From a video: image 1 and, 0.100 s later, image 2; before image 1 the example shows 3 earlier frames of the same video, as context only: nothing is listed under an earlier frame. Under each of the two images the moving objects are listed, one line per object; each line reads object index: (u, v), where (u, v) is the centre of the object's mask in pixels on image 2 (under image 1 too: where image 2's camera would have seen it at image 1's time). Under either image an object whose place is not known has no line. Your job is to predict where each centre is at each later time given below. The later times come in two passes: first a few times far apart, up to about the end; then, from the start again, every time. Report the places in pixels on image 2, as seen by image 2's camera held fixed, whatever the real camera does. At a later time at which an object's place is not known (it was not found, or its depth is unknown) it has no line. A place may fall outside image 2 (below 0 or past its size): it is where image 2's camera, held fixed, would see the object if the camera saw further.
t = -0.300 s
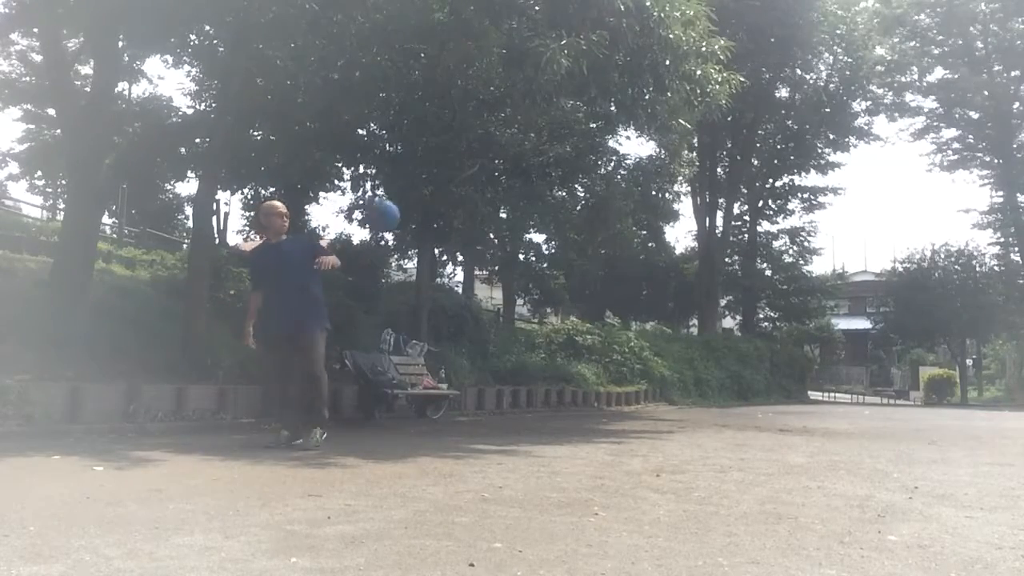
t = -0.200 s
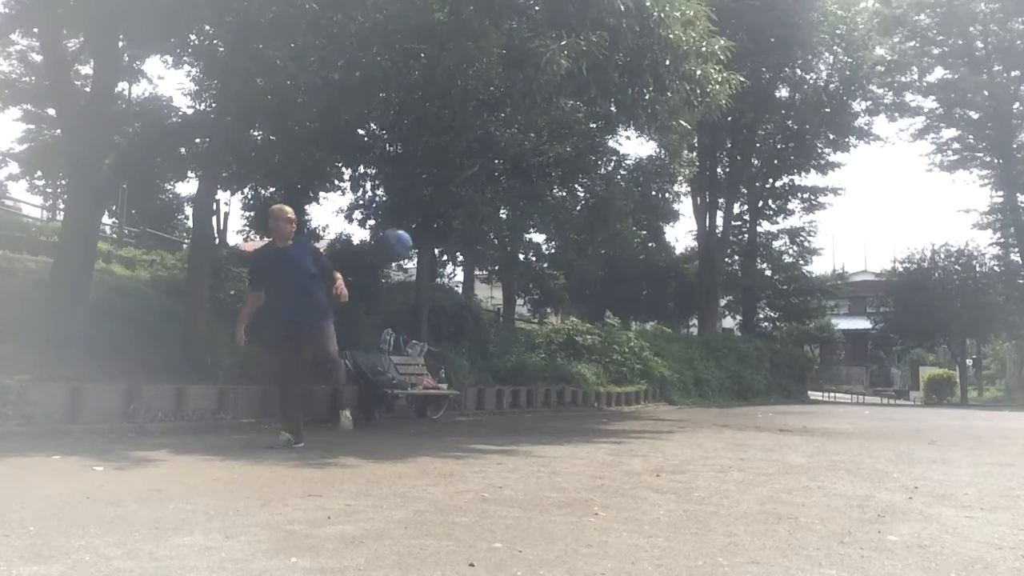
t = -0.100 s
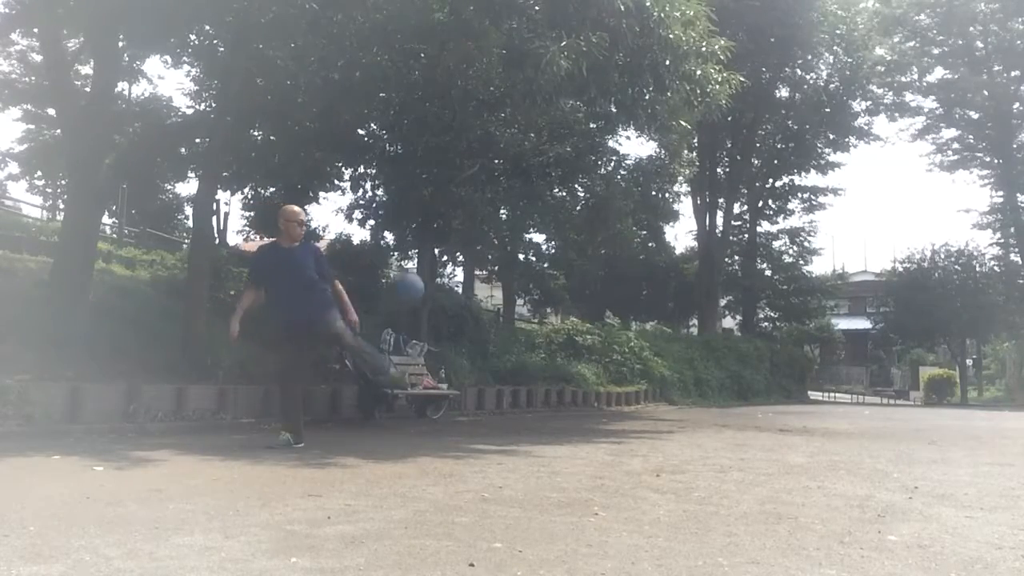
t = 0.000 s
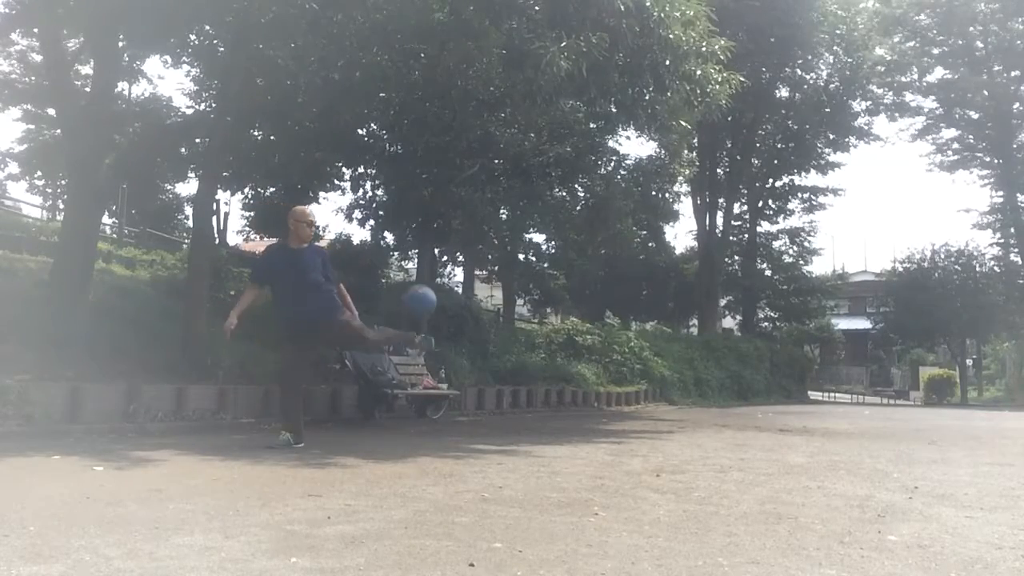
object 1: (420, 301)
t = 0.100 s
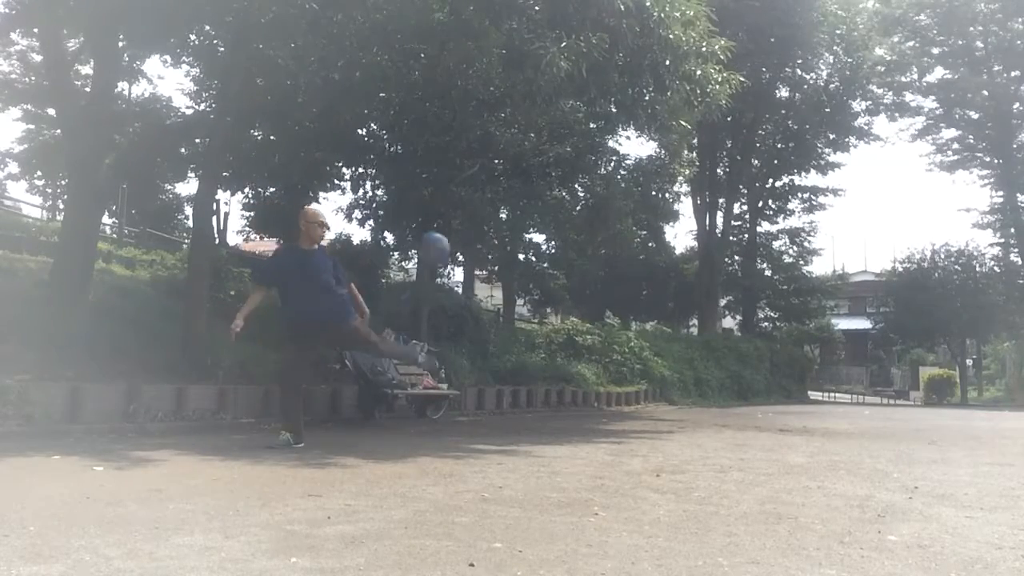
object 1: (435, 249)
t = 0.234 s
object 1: (450, 204)
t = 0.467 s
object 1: (478, 183)
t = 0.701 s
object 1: (508, 244)
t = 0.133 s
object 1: (438, 234)
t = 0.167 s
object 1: (442, 222)
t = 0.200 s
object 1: (446, 212)
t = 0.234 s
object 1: (450, 204)
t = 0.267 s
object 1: (454, 195)
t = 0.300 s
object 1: (460, 187)
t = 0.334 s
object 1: (463, 185)
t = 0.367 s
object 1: (466, 183)
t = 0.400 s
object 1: (469, 183)
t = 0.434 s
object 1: (475, 182)
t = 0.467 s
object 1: (478, 183)
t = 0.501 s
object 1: (479, 187)
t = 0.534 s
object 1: (485, 191)
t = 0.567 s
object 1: (491, 198)
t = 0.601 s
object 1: (497, 207)
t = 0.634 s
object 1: (501, 217)
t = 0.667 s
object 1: (503, 229)
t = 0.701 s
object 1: (508, 244)
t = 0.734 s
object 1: (512, 258)
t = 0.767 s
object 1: (516, 275)
